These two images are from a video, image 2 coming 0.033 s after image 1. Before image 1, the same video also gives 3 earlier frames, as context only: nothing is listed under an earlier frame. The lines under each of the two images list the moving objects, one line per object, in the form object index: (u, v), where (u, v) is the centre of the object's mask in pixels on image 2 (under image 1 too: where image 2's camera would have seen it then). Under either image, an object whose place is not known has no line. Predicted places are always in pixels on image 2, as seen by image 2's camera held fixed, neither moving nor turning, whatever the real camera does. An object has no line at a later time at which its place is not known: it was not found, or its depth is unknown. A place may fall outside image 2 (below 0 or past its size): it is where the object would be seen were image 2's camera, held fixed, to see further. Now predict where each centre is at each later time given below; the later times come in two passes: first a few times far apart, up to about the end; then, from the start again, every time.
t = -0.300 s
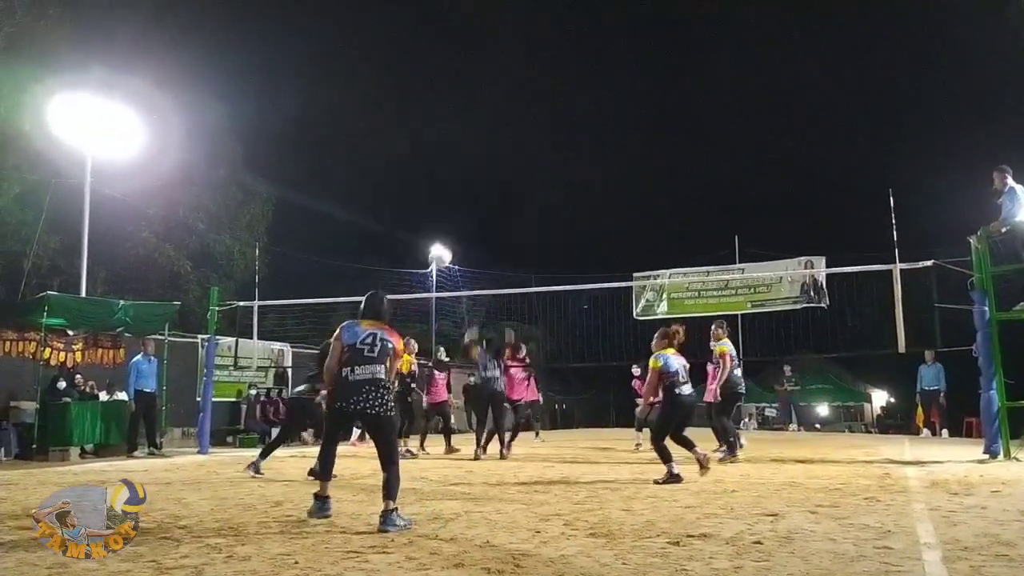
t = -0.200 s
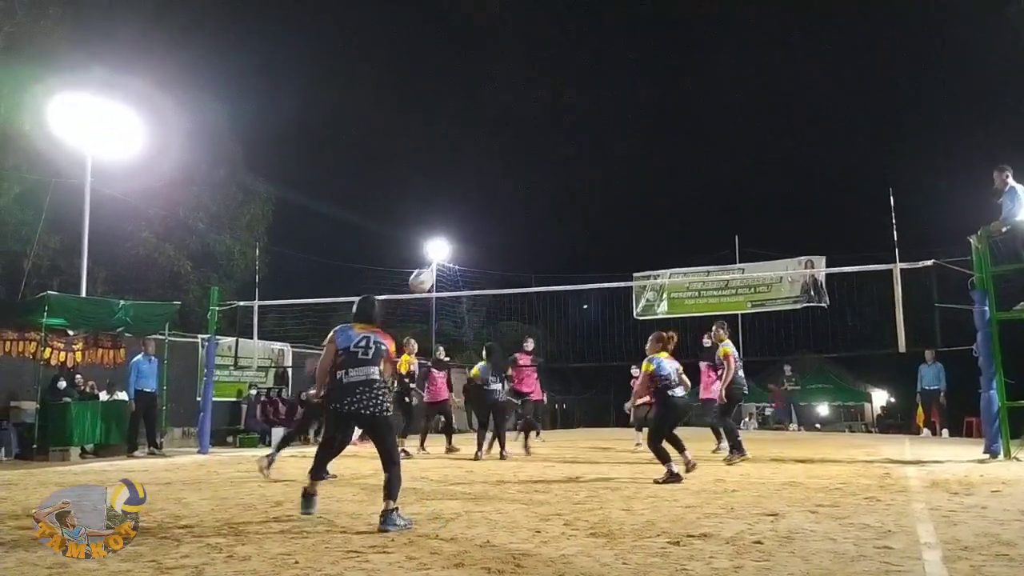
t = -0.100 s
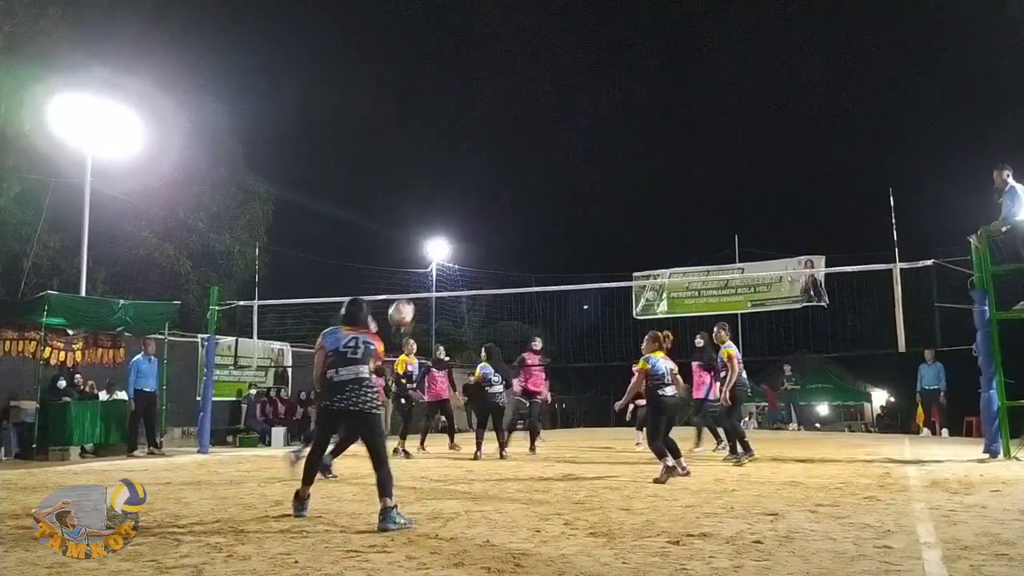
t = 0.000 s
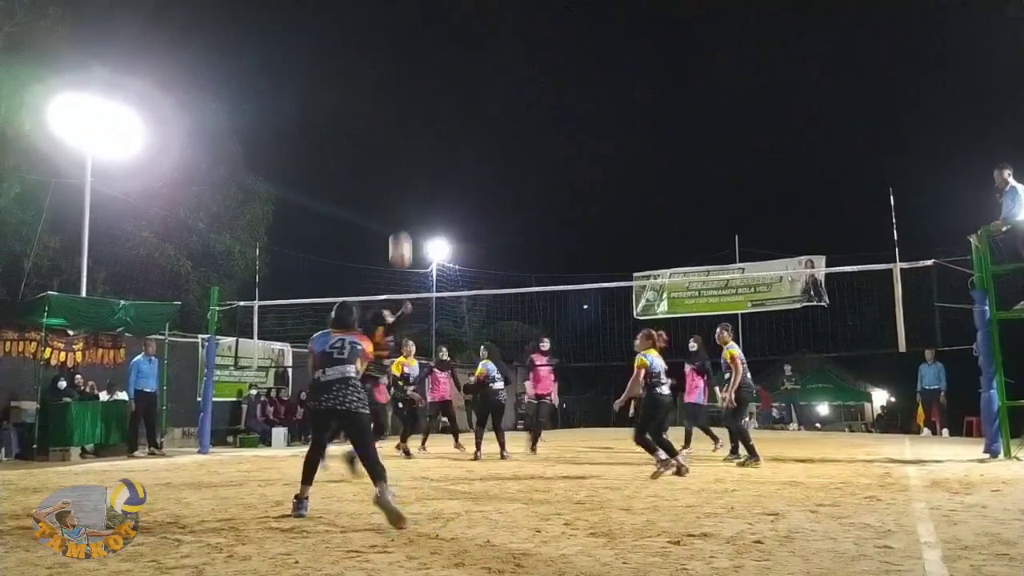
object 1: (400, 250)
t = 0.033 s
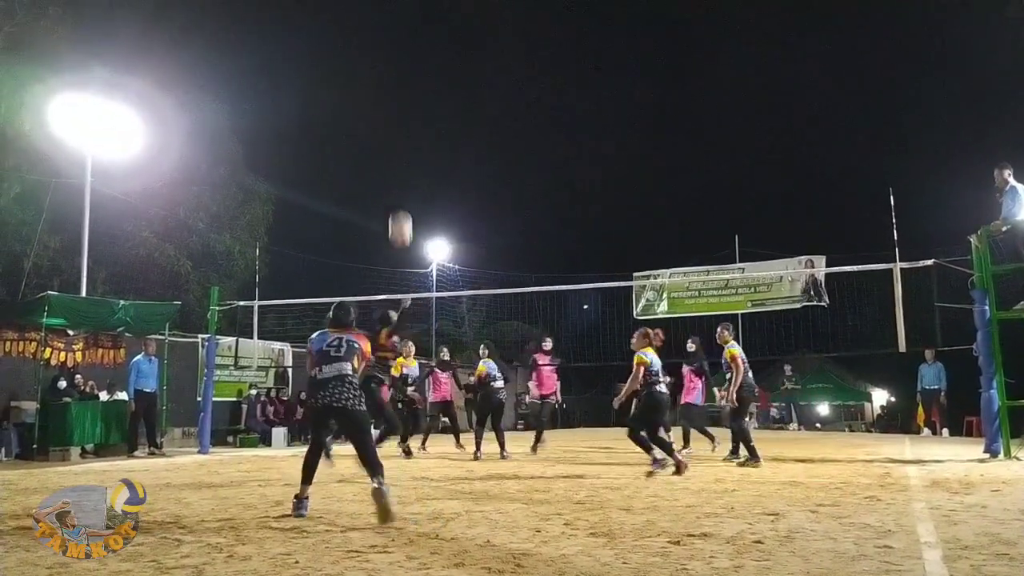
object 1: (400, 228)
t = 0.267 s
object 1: (401, 114)
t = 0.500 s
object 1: (401, 54)
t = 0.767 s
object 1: (401, 53)
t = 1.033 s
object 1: (401, 124)
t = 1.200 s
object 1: (402, 205)
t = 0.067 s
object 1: (401, 208)
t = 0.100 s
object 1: (401, 189)
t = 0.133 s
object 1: (401, 172)
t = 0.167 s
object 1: (401, 155)
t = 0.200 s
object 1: (401, 141)
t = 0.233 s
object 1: (401, 126)
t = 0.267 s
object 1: (401, 114)
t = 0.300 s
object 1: (401, 102)
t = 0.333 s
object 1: (401, 91)
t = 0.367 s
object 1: (402, 81)
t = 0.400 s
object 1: (402, 73)
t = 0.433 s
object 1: (402, 66)
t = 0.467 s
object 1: (401, 60)
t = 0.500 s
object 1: (401, 54)
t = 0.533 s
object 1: (401, 50)
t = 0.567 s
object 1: (401, 48)
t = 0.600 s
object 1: (401, 46)
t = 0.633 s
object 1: (401, 45)
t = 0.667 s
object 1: (401, 46)
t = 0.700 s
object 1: (401, 47)
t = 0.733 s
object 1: (401, 50)
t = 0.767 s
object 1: (401, 53)
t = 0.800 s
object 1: (401, 58)
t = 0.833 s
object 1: (401, 64)
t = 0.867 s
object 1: (401, 72)
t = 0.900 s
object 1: (401, 80)
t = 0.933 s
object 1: (401, 90)
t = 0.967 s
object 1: (401, 100)
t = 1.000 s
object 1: (401, 111)
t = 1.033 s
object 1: (401, 124)
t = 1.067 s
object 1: (401, 138)
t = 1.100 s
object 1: (401, 154)
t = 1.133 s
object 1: (401, 170)
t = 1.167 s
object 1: (401, 187)
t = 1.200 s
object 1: (402, 205)
